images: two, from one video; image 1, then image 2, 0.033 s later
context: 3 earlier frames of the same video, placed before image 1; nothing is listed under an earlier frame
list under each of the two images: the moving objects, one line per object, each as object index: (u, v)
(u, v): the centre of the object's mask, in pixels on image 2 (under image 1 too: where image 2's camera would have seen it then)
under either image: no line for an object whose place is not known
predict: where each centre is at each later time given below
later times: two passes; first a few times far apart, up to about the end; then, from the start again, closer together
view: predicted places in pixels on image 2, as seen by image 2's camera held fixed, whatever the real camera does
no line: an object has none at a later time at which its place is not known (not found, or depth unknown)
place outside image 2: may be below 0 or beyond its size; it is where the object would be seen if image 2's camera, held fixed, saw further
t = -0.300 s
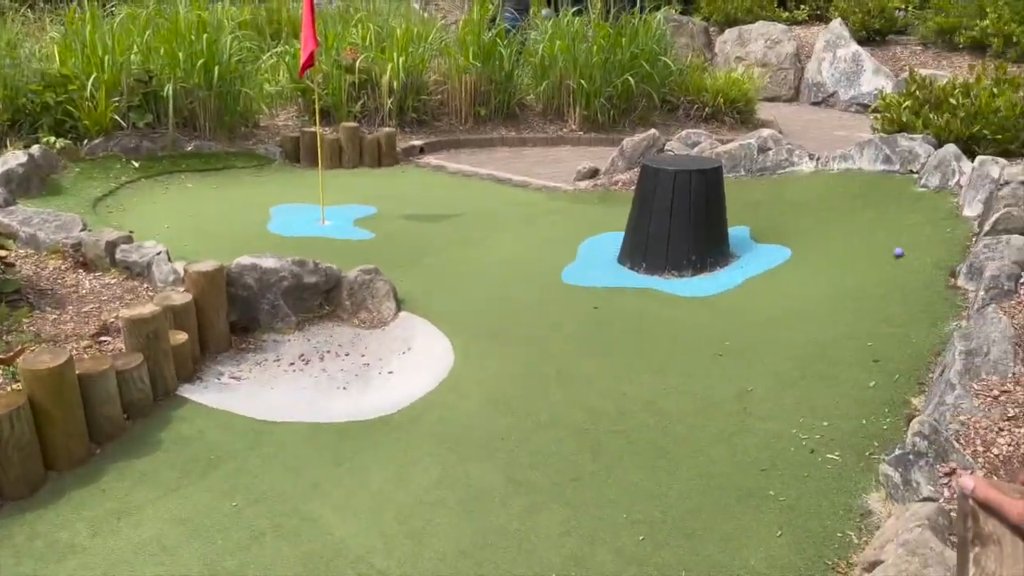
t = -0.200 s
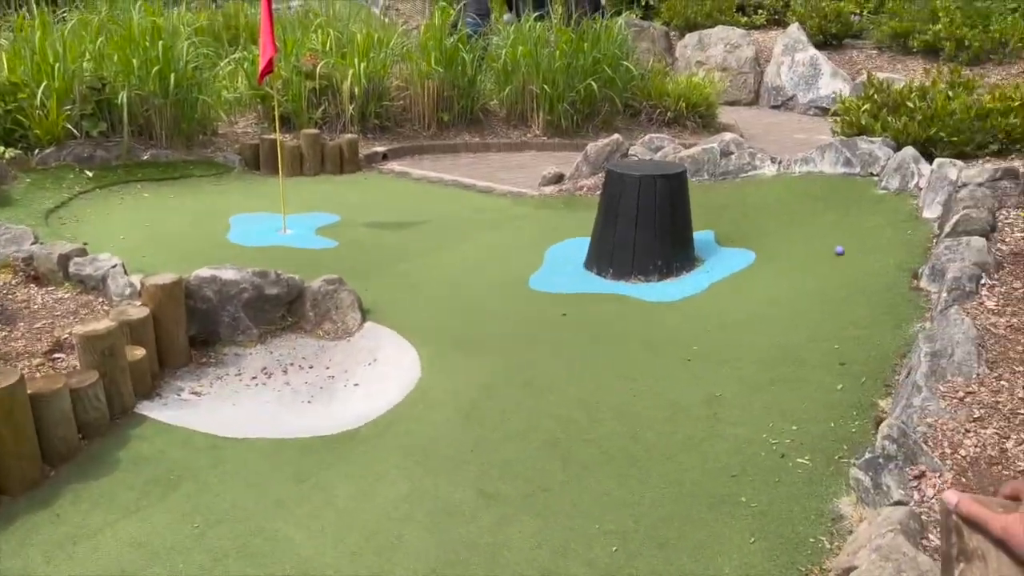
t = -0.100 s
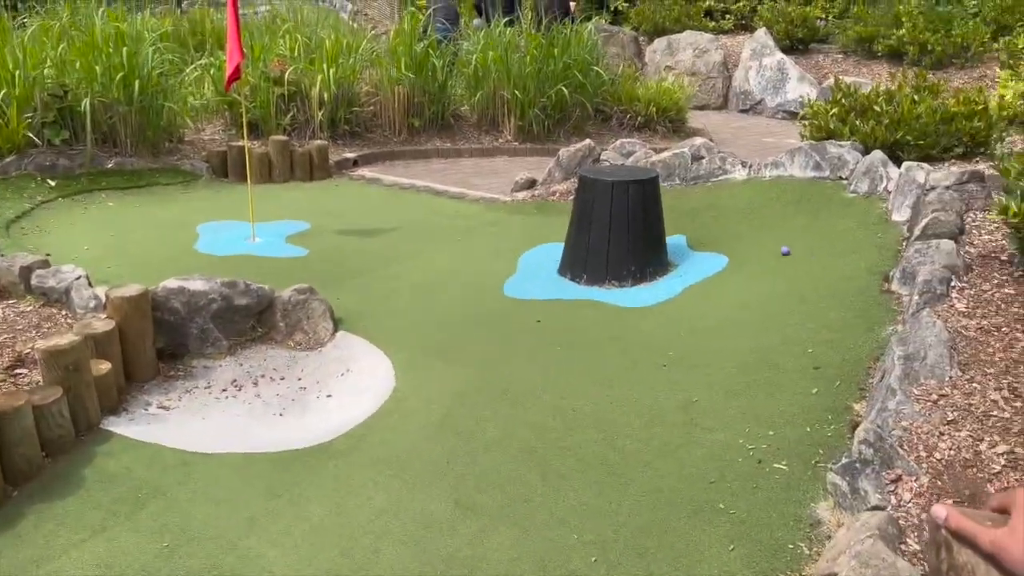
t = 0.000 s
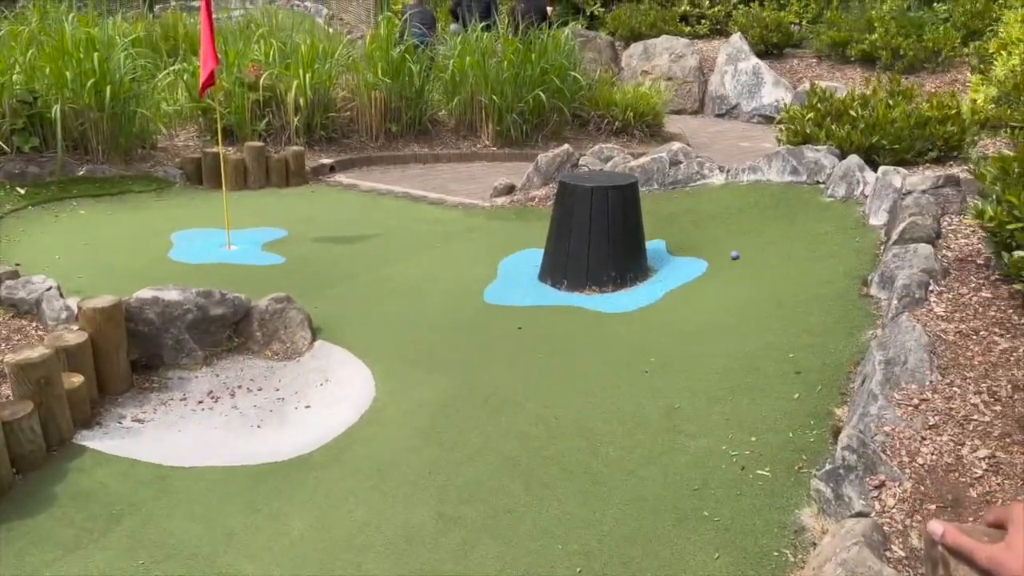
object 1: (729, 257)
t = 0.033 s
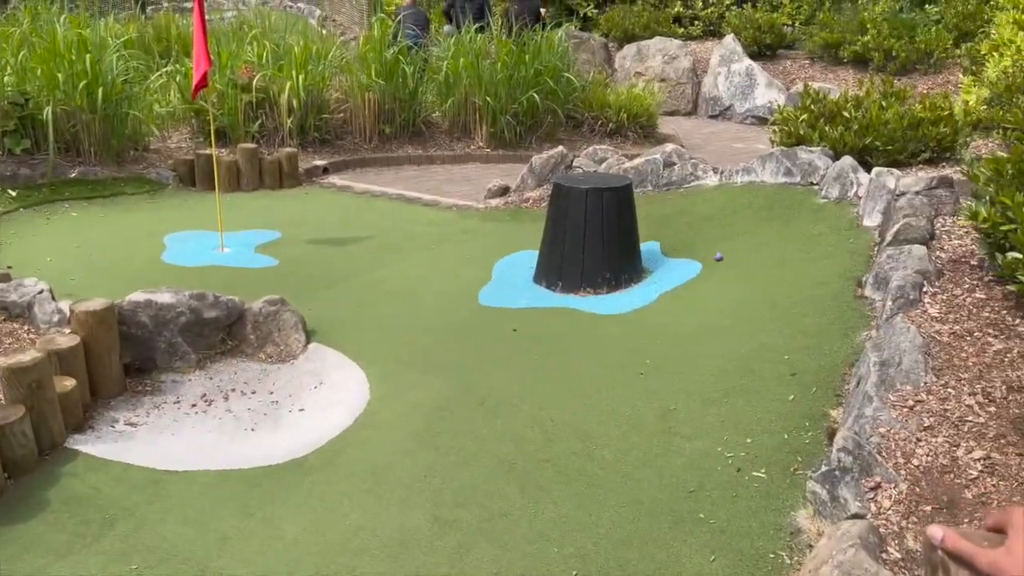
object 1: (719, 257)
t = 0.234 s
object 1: (652, 252)
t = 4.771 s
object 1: (76, 238)
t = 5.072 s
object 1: (66, 240)
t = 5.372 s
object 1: (57, 240)
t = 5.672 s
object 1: (56, 241)
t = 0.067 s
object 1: (707, 257)
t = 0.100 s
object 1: (696, 256)
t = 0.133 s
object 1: (685, 255)
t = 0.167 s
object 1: (674, 254)
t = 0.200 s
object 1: (662, 253)
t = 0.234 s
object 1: (652, 252)
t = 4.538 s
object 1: (86, 237)
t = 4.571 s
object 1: (85, 237)
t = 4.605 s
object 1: (83, 238)
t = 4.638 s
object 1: (82, 238)
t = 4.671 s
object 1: (81, 238)
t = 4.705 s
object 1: (79, 238)
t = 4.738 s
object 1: (78, 239)
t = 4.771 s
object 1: (76, 238)
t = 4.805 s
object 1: (75, 239)
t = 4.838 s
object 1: (74, 239)
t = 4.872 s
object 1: (73, 239)
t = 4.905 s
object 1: (71, 239)
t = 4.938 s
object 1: (70, 239)
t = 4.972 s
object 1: (69, 240)
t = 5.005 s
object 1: (68, 240)
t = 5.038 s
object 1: (67, 240)
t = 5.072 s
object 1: (66, 240)
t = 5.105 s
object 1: (64, 240)
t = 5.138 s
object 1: (64, 240)
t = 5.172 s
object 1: (62, 240)
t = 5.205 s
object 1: (61, 240)
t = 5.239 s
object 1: (60, 240)
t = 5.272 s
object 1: (60, 240)
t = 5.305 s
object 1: (59, 240)
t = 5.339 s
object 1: (58, 240)
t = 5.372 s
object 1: (57, 240)
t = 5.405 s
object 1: (57, 241)
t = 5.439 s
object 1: (56, 241)
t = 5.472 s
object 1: (56, 241)
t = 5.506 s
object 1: (56, 241)
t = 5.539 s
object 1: (56, 241)
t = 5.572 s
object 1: (56, 241)
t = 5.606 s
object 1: (56, 241)
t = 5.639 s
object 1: (56, 241)
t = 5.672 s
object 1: (56, 241)
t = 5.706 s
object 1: (55, 241)
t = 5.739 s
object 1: (55, 241)
